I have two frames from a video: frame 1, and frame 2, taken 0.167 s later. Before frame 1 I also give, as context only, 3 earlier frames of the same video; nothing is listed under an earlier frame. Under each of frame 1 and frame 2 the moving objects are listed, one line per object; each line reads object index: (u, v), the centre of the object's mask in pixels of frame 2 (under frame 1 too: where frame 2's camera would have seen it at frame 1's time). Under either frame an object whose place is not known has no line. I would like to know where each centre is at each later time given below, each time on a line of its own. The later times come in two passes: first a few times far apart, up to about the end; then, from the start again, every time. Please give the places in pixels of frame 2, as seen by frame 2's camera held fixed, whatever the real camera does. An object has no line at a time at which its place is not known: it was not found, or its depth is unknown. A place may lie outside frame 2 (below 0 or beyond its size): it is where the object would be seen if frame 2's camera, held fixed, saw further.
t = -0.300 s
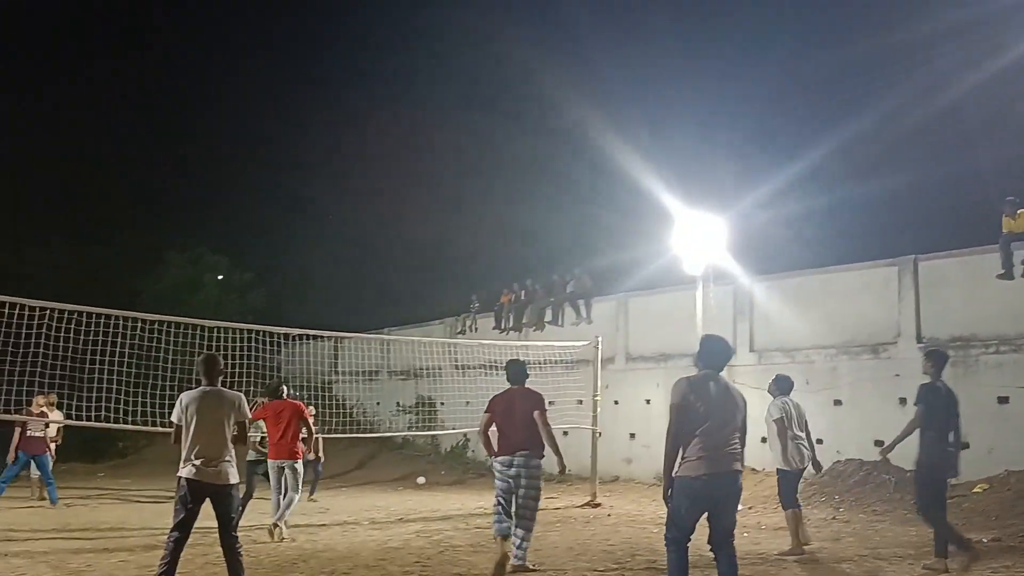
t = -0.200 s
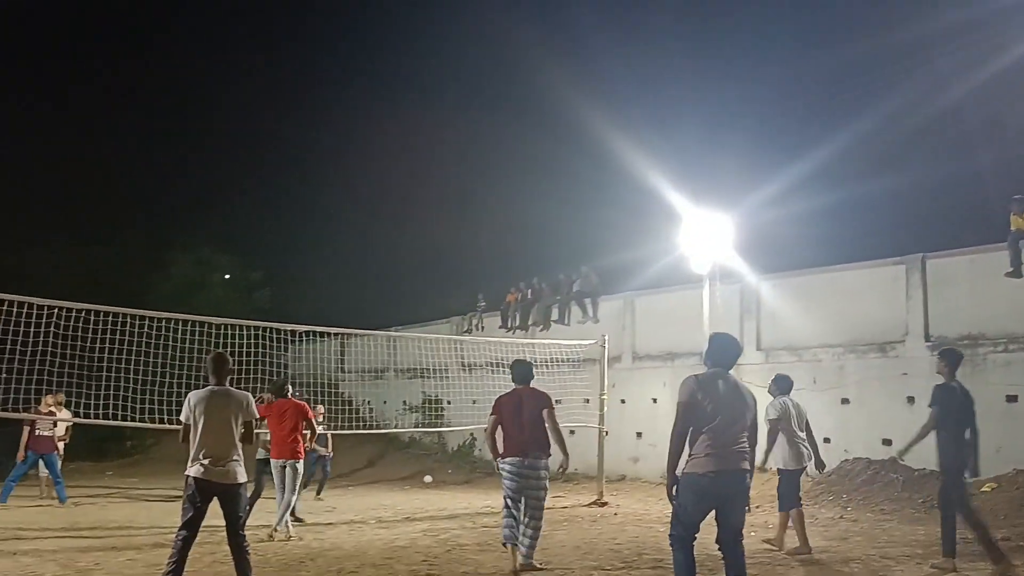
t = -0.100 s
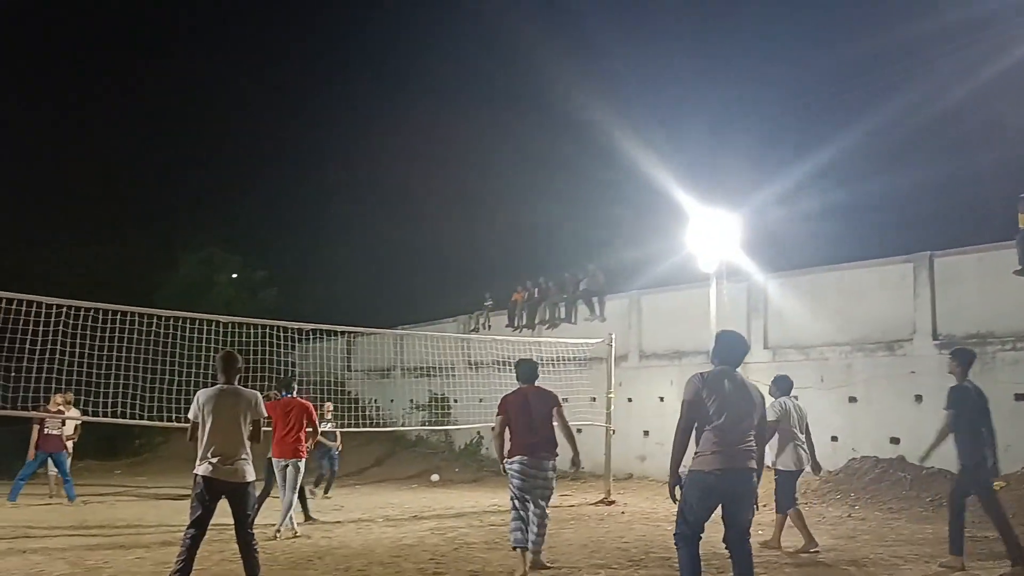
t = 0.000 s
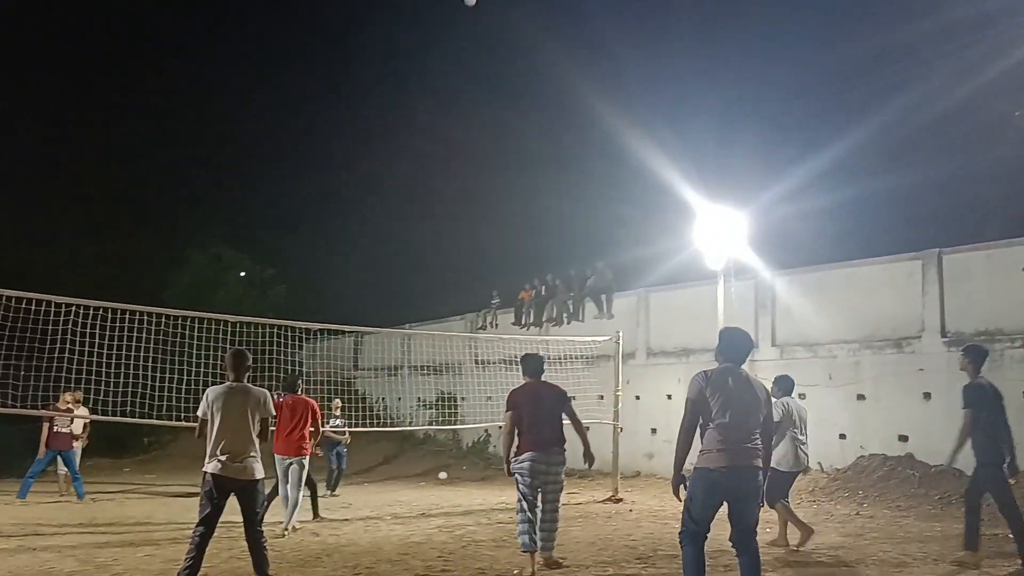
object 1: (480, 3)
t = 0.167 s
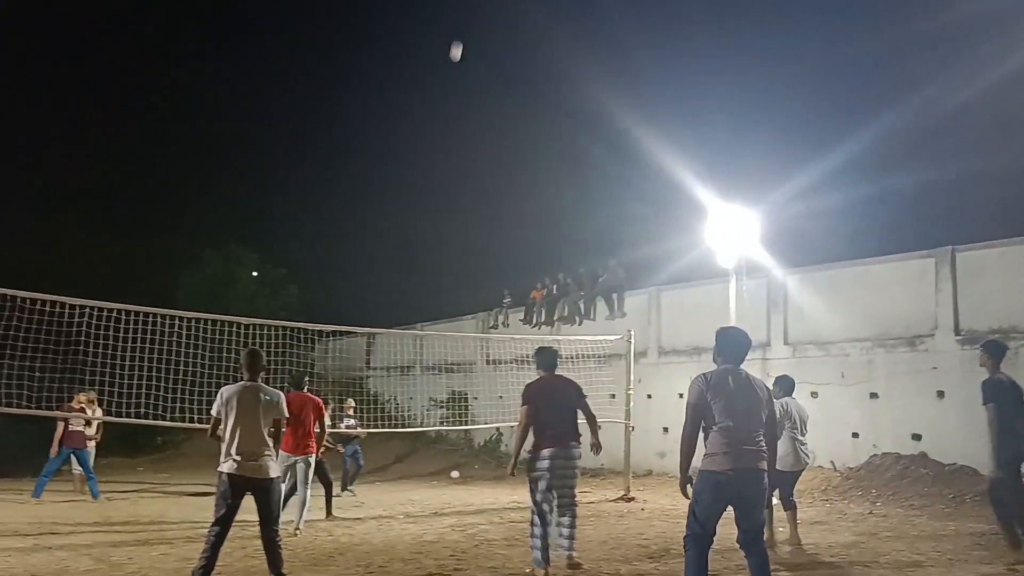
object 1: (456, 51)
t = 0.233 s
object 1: (446, 77)
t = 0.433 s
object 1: (419, 168)
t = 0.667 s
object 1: (390, 293)
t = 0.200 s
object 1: (451, 64)
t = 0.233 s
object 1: (446, 77)
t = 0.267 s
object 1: (442, 91)
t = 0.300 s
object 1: (437, 106)
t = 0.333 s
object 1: (433, 121)
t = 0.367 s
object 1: (428, 137)
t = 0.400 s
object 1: (424, 152)
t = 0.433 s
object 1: (419, 168)
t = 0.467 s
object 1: (415, 184)
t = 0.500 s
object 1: (411, 201)
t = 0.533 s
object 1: (407, 219)
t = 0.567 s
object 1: (403, 236)
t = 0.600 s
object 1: (399, 255)
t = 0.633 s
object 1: (395, 273)
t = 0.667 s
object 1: (390, 293)
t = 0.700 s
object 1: (386, 313)
